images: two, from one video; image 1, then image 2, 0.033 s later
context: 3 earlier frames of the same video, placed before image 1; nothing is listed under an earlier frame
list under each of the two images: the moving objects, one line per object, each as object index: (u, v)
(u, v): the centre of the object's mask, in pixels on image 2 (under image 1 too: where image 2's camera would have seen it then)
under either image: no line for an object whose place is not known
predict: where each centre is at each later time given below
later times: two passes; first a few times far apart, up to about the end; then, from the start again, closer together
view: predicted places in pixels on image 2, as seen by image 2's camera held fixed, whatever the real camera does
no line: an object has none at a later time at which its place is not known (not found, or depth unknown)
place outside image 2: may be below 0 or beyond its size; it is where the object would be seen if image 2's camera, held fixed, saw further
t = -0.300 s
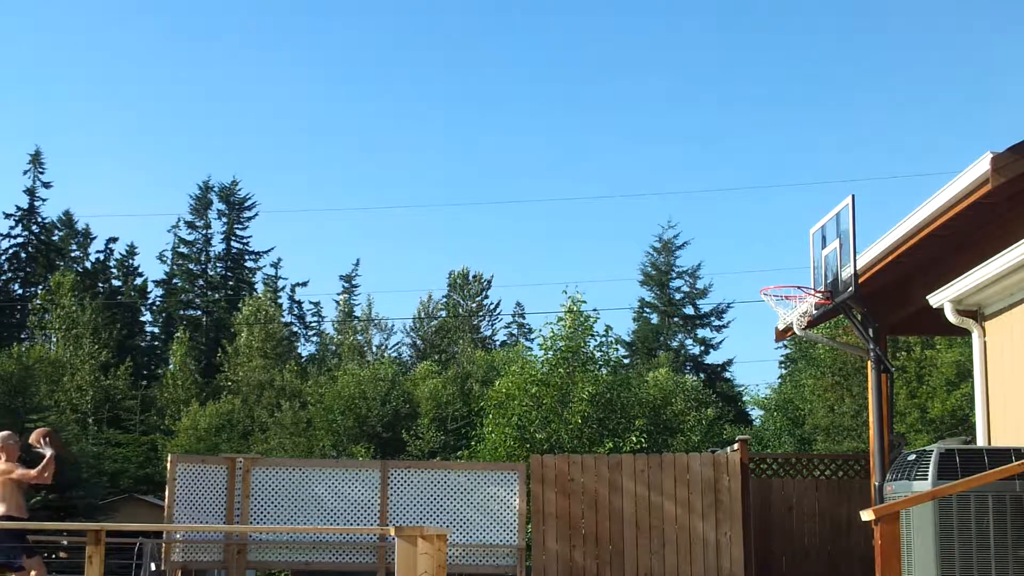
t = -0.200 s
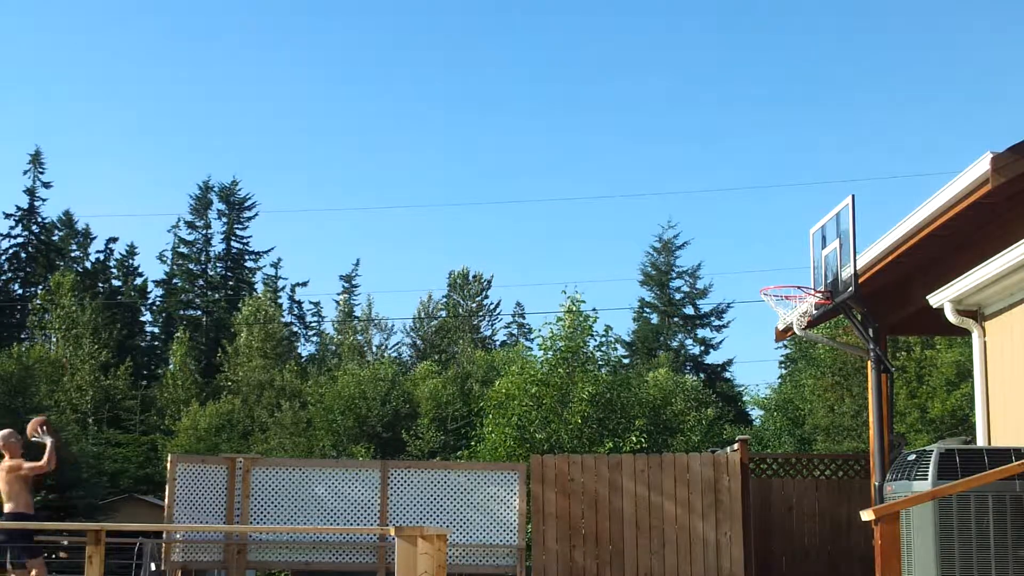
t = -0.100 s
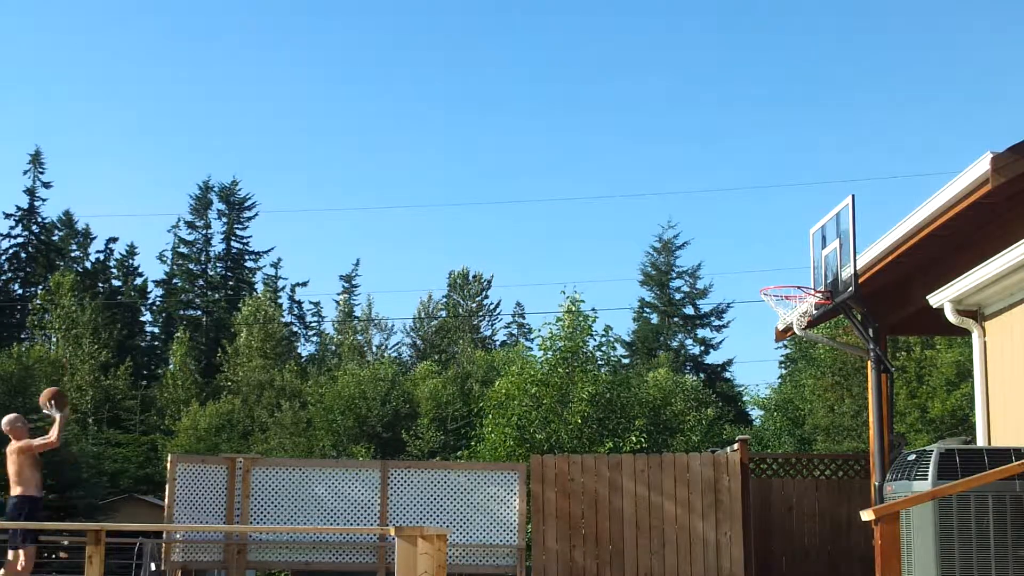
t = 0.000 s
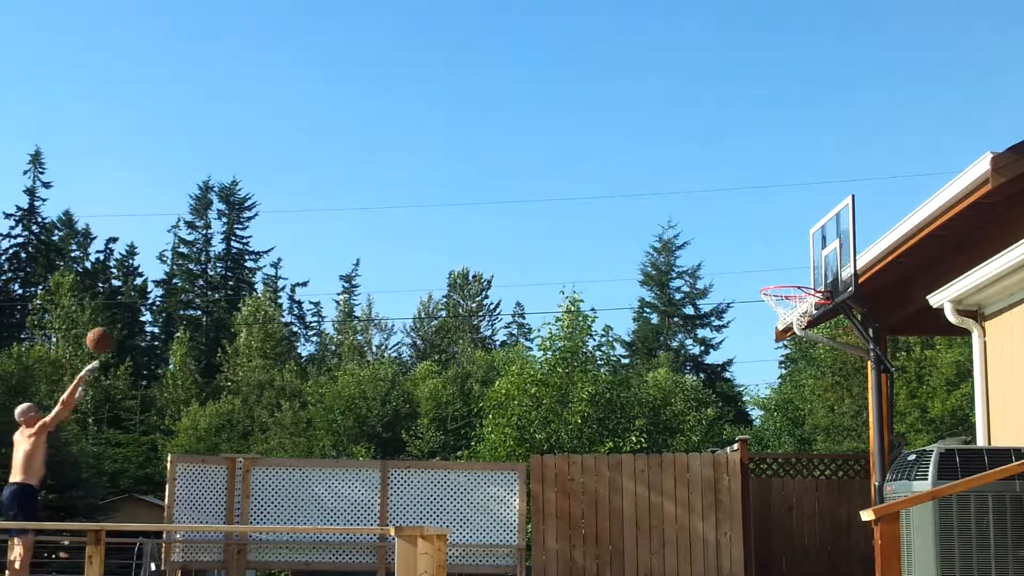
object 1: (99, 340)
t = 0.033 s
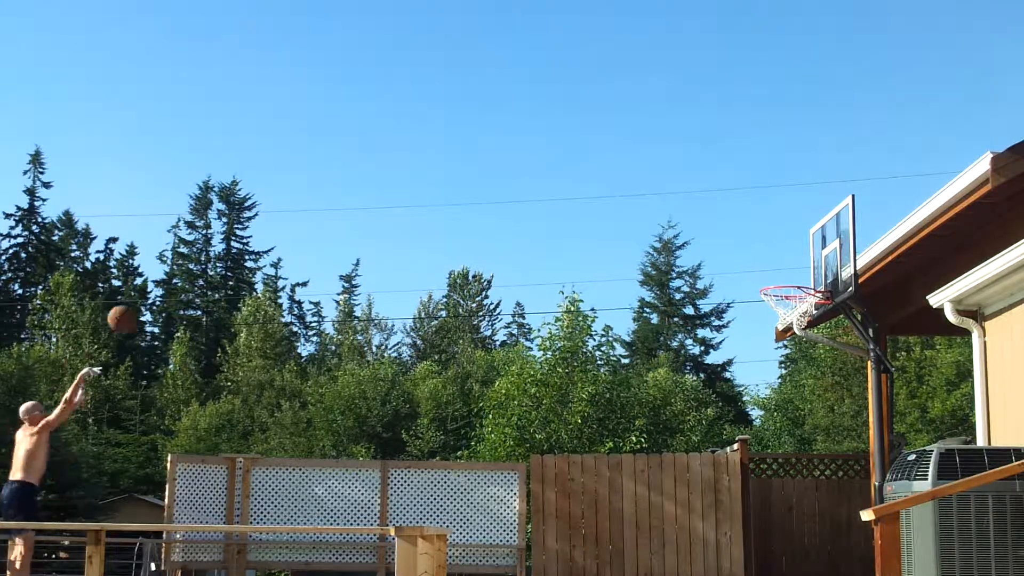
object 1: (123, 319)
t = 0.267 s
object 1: (265, 201)
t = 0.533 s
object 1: (423, 137)
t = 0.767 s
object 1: (560, 140)
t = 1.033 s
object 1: (718, 216)
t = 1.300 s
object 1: (769, 307)
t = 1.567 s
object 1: (793, 311)
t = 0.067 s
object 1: (142, 298)
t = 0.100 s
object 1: (163, 279)
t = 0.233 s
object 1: (244, 215)
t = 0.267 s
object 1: (265, 201)
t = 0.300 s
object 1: (285, 189)
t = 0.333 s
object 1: (305, 179)
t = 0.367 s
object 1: (325, 169)
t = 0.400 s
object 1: (344, 160)
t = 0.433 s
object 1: (364, 153)
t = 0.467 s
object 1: (383, 146)
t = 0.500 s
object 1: (403, 141)
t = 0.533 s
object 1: (423, 137)
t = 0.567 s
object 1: (442, 134)
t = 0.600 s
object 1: (462, 132)
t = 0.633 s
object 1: (482, 131)
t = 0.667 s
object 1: (501, 132)
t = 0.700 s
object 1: (520, 133)
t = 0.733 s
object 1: (540, 136)
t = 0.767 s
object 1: (560, 140)
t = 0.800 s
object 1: (579, 145)
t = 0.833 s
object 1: (598, 152)
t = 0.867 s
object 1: (618, 159)
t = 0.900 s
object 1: (638, 168)
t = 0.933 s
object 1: (658, 178)
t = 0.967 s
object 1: (678, 189)
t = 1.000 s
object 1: (698, 202)
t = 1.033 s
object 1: (718, 216)
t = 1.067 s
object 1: (738, 231)
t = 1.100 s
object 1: (759, 248)
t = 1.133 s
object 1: (779, 266)
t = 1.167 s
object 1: (800, 284)
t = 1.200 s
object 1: (795, 294)
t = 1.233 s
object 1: (786, 300)
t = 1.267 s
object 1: (776, 303)
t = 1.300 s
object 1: (769, 307)
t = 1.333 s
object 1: (767, 306)
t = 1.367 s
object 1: (768, 304)
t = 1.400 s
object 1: (771, 303)
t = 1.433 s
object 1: (774, 303)
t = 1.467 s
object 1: (779, 304)
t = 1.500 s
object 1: (782, 306)
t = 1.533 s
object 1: (790, 308)
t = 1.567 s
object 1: (793, 311)
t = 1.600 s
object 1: (795, 316)
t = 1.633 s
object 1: (798, 326)
